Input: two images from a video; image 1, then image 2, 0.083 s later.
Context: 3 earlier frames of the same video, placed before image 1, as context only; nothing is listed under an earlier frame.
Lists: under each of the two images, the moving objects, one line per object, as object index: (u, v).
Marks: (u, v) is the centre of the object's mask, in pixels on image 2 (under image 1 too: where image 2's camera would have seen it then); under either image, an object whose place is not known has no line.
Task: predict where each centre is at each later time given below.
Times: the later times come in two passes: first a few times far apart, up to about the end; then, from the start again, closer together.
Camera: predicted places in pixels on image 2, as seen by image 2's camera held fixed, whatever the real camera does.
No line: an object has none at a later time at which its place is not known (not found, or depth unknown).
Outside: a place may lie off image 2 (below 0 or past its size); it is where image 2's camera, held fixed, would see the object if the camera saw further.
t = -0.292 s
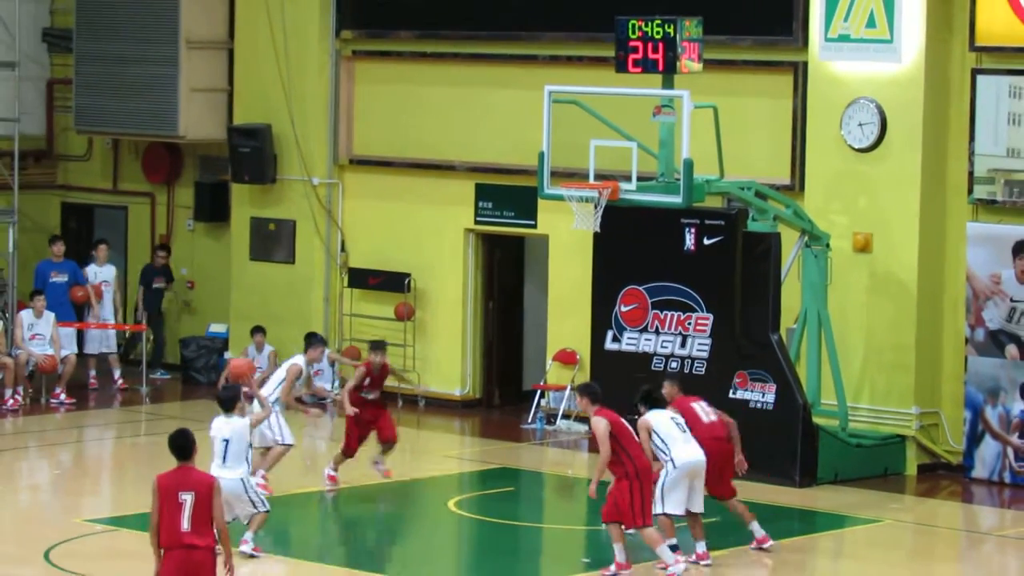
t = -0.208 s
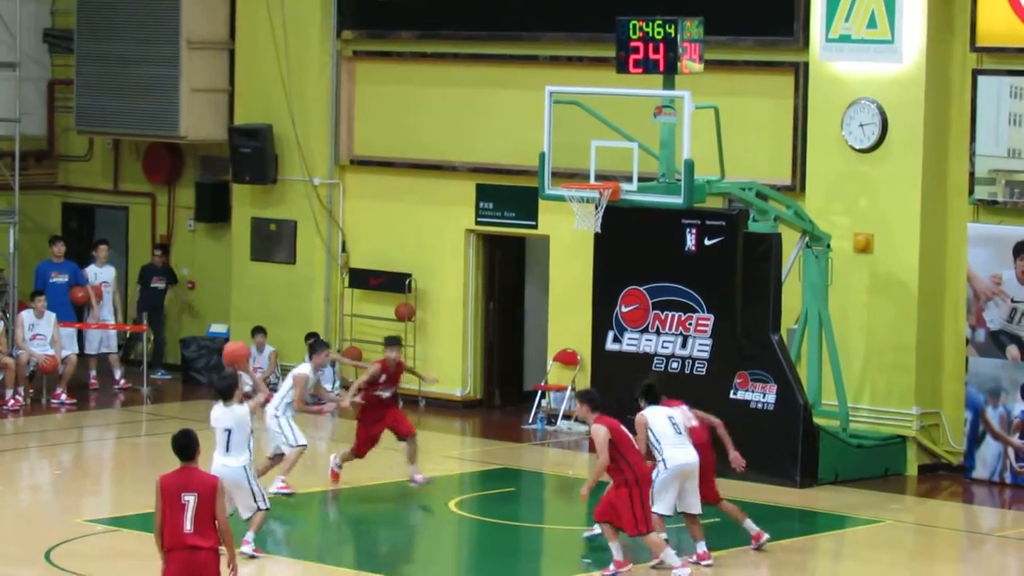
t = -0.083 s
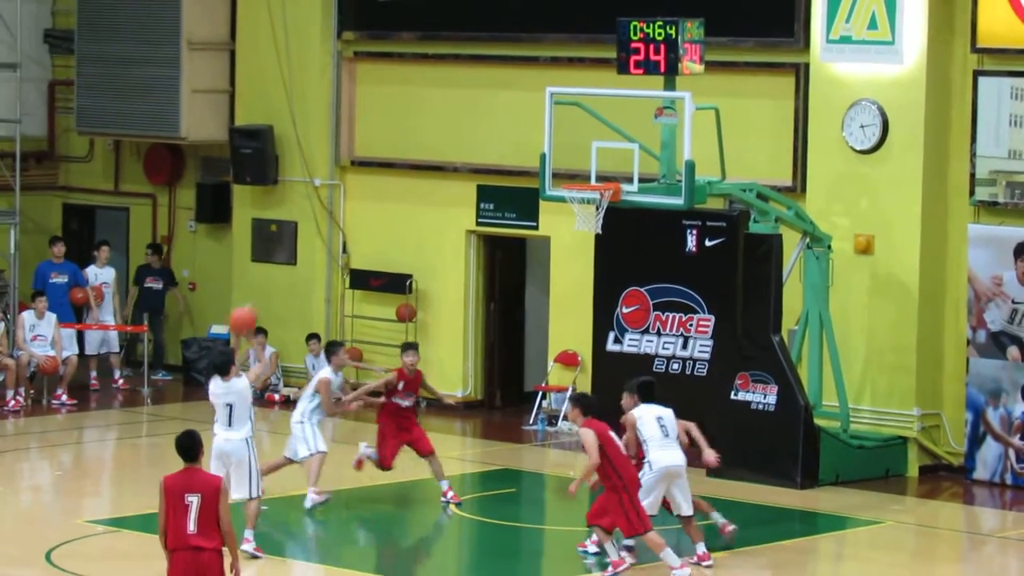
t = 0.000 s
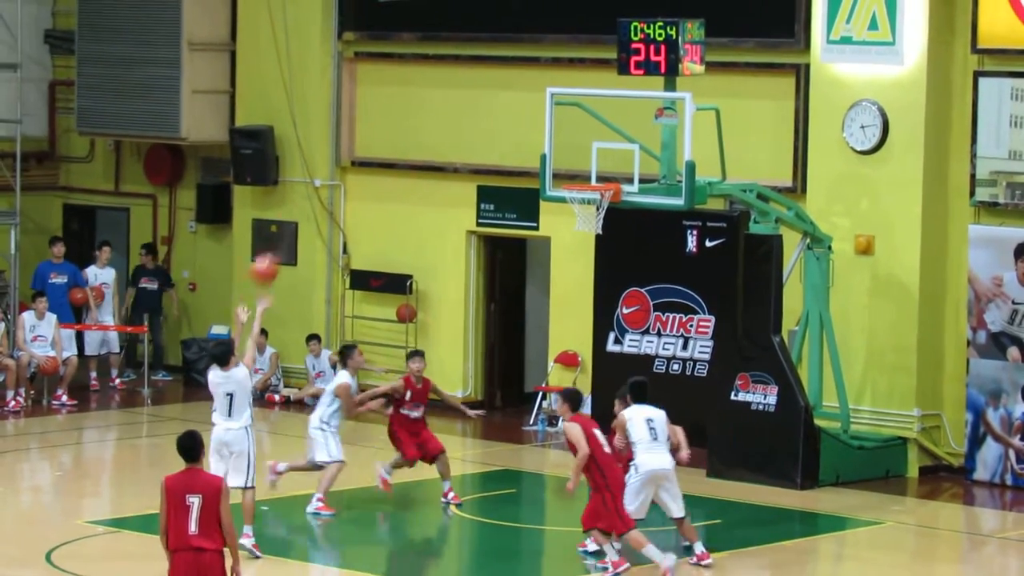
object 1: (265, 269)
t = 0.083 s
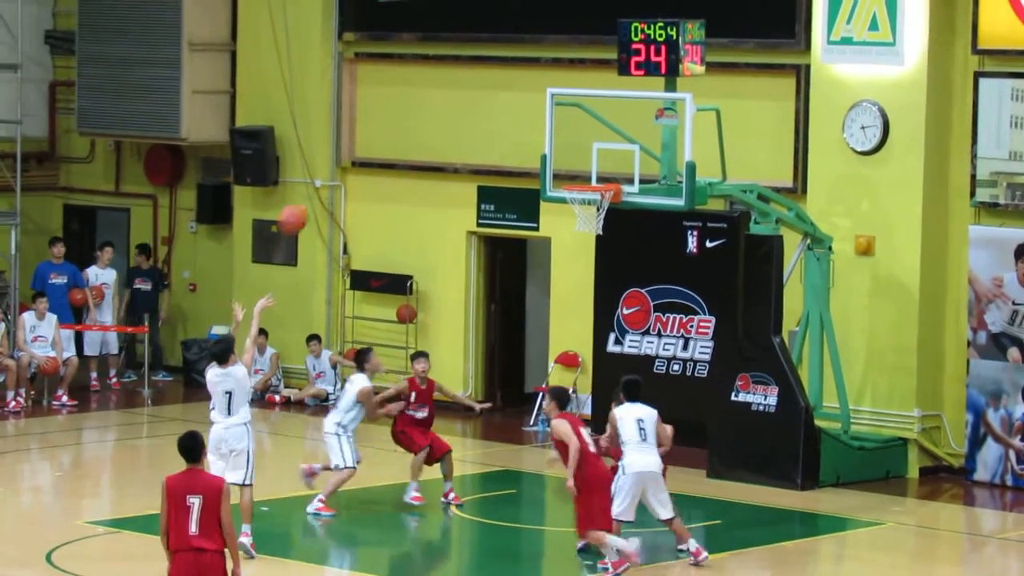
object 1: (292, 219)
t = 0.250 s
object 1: (348, 139)
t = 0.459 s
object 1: (414, 84)
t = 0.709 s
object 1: (490, 80)
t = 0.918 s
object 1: (549, 128)
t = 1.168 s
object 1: (607, 221)
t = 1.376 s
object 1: (619, 275)
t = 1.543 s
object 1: (628, 351)
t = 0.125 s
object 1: (307, 195)
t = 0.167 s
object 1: (321, 175)
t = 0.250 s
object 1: (348, 139)
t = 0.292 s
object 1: (362, 125)
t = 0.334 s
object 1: (375, 112)
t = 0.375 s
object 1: (389, 100)
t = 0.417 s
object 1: (402, 91)
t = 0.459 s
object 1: (414, 84)
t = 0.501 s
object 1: (428, 79)
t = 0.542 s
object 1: (440, 75)
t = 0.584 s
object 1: (453, 73)
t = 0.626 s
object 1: (465, 74)
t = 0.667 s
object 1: (477, 75)
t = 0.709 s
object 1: (490, 80)
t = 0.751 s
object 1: (502, 86)
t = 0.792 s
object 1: (513, 94)
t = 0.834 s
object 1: (525, 103)
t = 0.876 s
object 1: (536, 115)
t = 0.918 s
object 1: (549, 128)
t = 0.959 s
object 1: (560, 143)
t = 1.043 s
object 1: (582, 177)
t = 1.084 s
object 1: (591, 199)
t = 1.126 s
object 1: (604, 213)
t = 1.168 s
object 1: (607, 221)
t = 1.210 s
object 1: (609, 229)
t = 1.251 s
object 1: (611, 238)
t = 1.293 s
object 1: (614, 249)
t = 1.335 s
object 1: (617, 261)
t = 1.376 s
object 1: (619, 275)
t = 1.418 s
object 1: (620, 290)
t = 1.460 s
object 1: (623, 308)
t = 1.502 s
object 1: (625, 327)
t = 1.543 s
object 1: (628, 351)
